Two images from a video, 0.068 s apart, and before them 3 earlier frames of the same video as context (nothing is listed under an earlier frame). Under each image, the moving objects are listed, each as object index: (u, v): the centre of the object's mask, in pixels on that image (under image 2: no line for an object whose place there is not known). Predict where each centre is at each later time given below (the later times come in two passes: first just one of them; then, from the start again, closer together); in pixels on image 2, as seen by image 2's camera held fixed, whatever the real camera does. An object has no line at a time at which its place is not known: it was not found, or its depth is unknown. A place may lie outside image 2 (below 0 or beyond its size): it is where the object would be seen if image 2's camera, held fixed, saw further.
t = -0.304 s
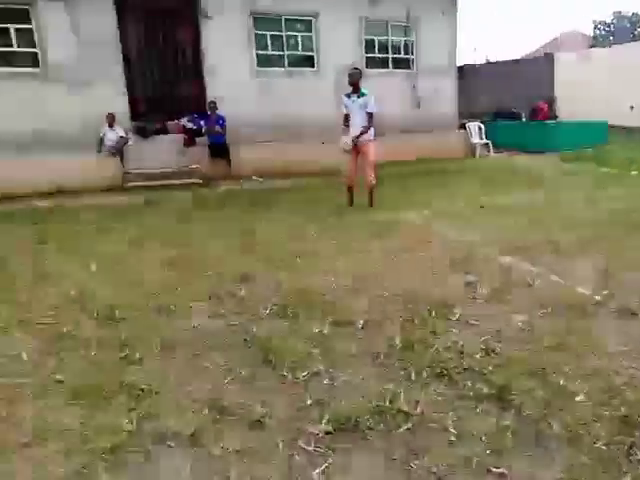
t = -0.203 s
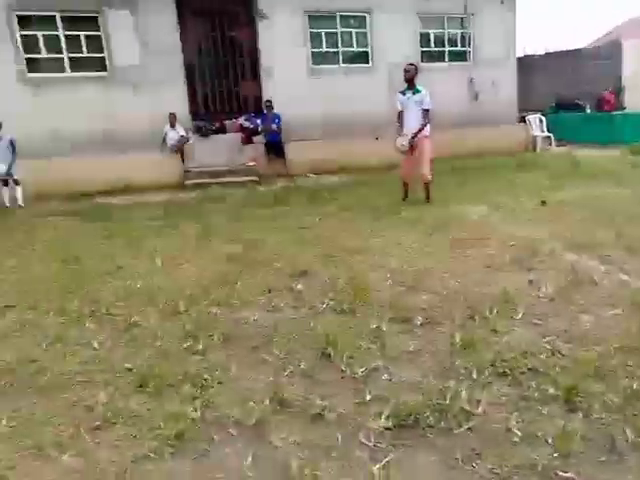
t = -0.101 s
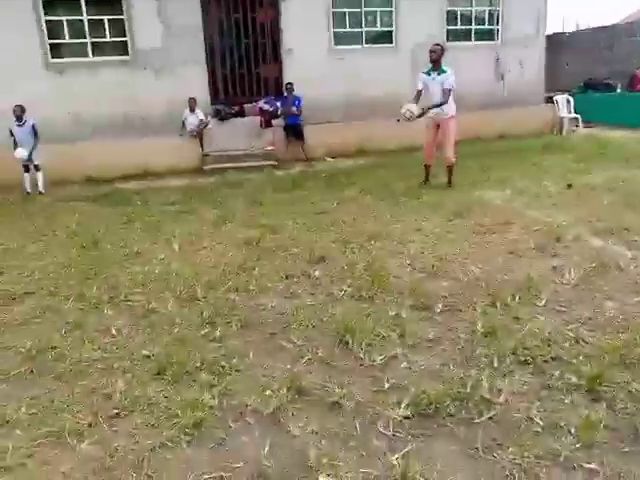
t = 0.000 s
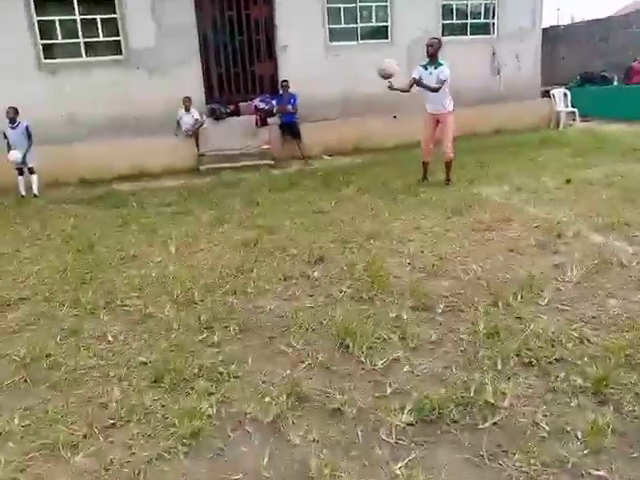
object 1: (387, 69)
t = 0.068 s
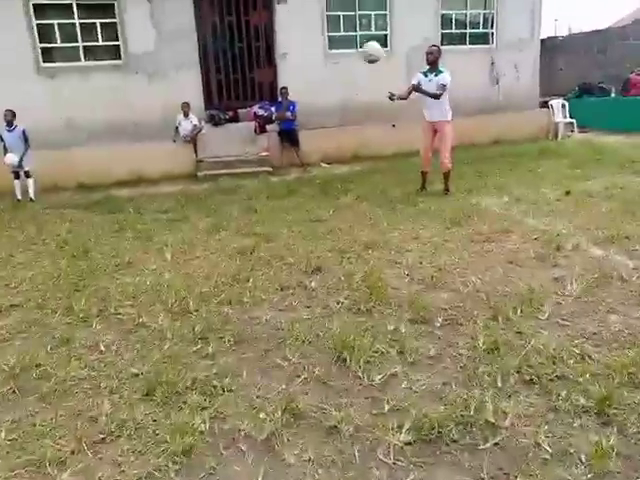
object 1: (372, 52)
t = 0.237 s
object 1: (332, 2)
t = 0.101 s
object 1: (364, 40)
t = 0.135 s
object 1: (358, 27)
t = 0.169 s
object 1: (350, 18)
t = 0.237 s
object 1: (332, 2)
